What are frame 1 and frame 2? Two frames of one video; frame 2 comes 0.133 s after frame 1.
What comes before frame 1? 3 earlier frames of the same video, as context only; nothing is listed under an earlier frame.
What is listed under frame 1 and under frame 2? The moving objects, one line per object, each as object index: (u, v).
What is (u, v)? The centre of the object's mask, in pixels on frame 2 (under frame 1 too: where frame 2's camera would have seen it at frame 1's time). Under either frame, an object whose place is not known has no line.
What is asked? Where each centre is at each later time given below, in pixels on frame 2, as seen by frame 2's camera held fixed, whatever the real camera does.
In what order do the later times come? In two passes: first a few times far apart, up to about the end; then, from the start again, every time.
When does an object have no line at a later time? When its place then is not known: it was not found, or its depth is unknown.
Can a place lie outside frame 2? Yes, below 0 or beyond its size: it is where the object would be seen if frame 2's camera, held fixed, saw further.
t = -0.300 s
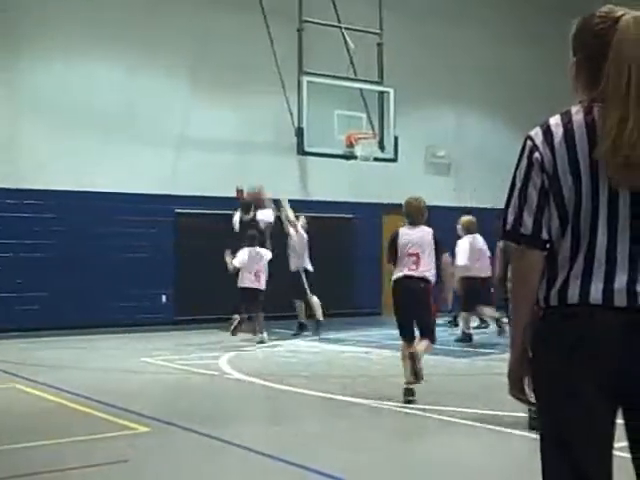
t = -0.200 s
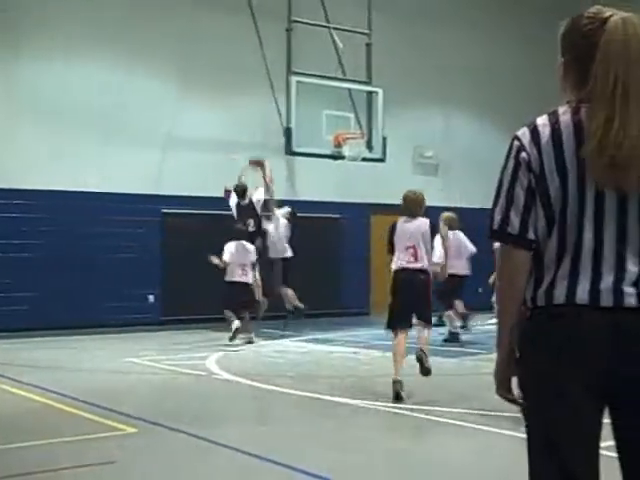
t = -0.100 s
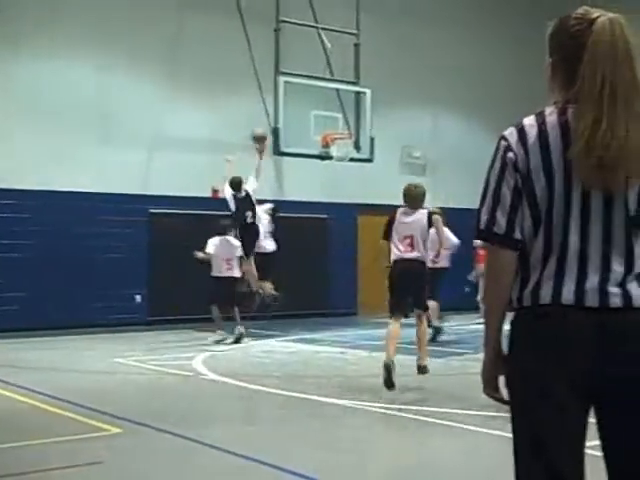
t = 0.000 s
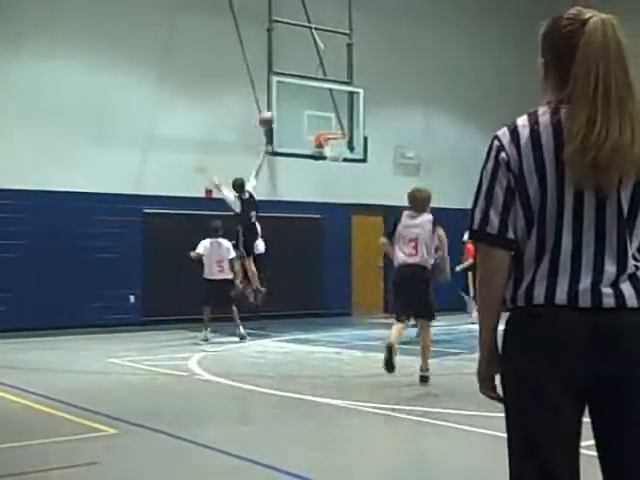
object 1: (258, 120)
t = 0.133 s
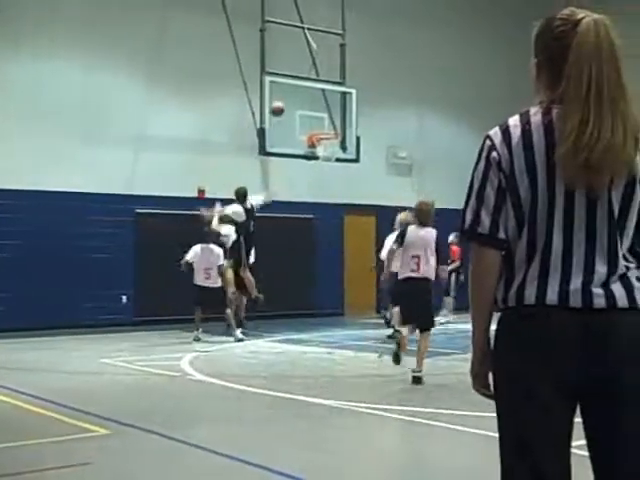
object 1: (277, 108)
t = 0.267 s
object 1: (293, 109)
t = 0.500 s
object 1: (321, 128)
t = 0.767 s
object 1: (349, 119)
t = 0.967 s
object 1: (368, 134)
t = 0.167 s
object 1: (281, 108)
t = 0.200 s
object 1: (285, 108)
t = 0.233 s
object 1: (288, 108)
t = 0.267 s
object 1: (293, 109)
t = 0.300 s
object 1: (297, 111)
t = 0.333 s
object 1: (301, 114)
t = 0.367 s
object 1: (304, 119)
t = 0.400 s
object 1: (309, 121)
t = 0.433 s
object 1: (313, 125)
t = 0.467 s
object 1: (317, 127)
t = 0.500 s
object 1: (321, 128)
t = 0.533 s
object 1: (326, 128)
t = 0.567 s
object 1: (331, 128)
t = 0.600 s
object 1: (333, 126)
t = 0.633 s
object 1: (337, 124)
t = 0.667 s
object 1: (339, 121)
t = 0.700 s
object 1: (343, 120)
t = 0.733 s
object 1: (346, 119)
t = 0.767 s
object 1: (349, 119)
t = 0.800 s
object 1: (353, 120)
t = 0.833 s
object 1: (356, 121)
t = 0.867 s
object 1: (359, 124)
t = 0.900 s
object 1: (362, 126)
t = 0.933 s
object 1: (365, 130)
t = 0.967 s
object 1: (368, 134)
